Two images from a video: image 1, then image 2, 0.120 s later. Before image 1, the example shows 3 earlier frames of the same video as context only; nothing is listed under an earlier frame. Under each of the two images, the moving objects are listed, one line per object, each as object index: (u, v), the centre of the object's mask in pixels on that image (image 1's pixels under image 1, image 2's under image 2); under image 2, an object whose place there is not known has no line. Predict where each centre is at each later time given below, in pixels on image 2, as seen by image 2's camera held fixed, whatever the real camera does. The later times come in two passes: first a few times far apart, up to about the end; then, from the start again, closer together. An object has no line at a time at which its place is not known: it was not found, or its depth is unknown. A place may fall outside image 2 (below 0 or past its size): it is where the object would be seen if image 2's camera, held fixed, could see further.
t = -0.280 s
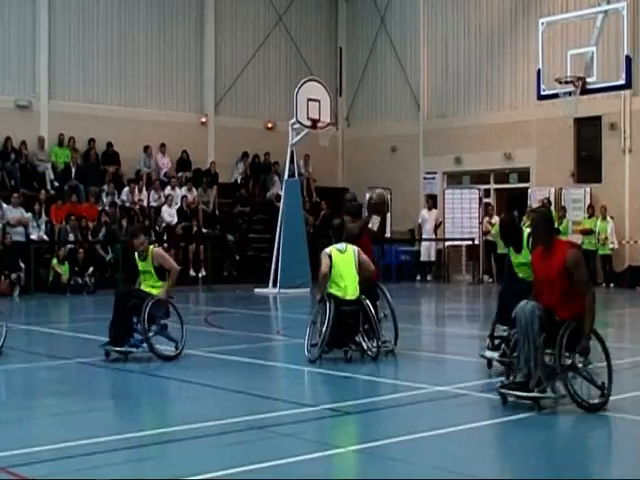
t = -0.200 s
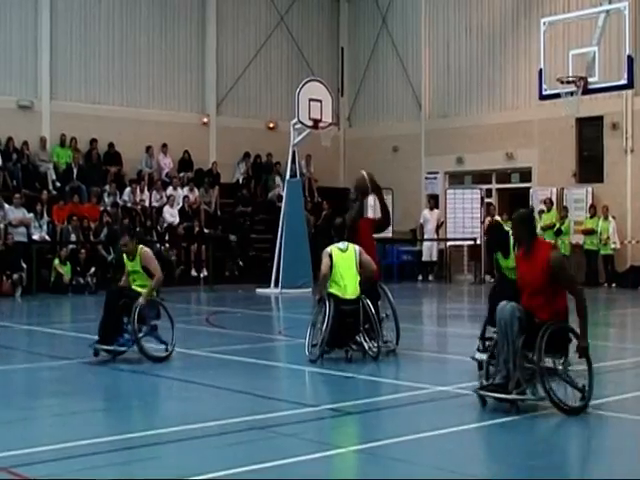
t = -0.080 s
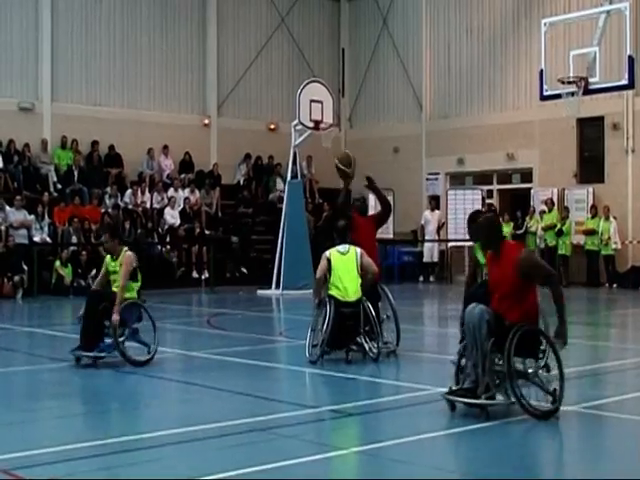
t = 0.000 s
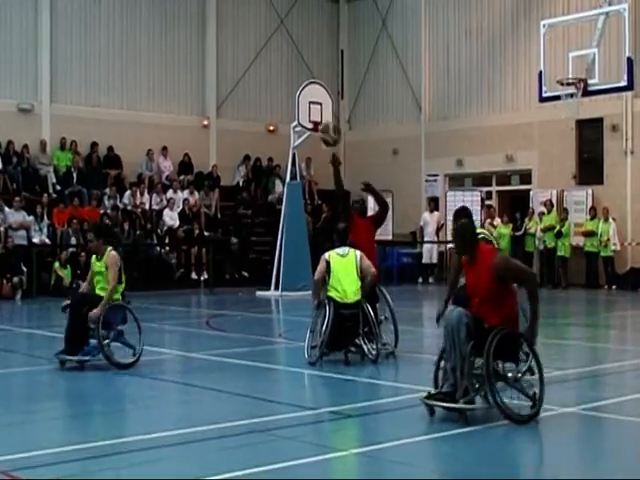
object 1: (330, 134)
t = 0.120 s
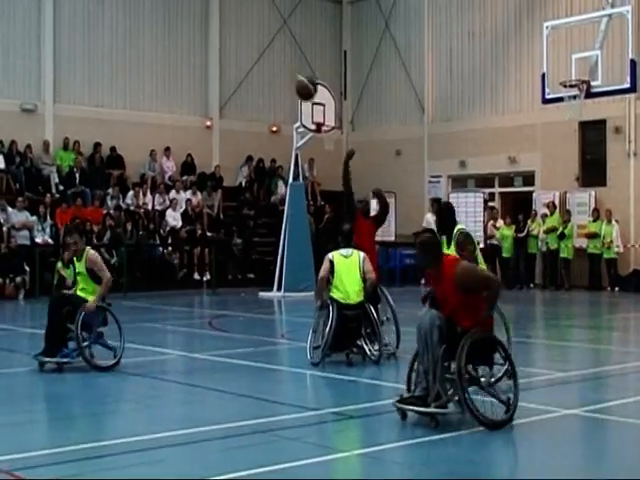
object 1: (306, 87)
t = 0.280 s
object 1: (264, 46)
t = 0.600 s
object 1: (167, 55)
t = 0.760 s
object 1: (107, 120)
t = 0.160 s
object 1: (296, 74)
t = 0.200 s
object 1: (285, 64)
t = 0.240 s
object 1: (276, 54)
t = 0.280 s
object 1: (264, 46)
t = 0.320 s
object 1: (251, 40)
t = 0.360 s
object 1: (240, 35)
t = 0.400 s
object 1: (229, 33)
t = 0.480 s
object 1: (204, 34)
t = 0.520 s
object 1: (191, 39)
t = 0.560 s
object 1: (180, 46)
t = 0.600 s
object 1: (167, 55)
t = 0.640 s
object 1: (153, 67)
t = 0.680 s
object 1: (139, 82)
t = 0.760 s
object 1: (107, 120)
